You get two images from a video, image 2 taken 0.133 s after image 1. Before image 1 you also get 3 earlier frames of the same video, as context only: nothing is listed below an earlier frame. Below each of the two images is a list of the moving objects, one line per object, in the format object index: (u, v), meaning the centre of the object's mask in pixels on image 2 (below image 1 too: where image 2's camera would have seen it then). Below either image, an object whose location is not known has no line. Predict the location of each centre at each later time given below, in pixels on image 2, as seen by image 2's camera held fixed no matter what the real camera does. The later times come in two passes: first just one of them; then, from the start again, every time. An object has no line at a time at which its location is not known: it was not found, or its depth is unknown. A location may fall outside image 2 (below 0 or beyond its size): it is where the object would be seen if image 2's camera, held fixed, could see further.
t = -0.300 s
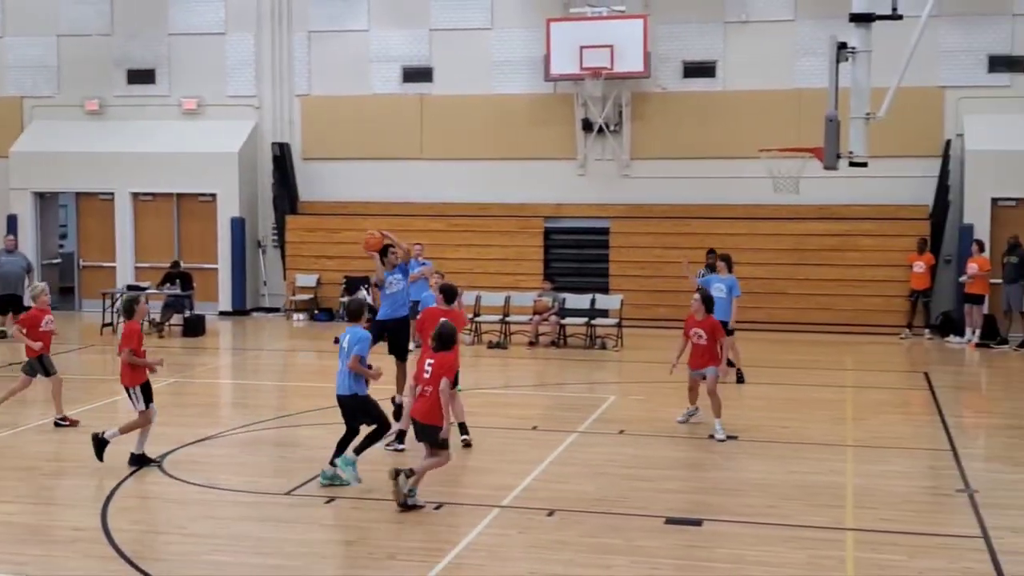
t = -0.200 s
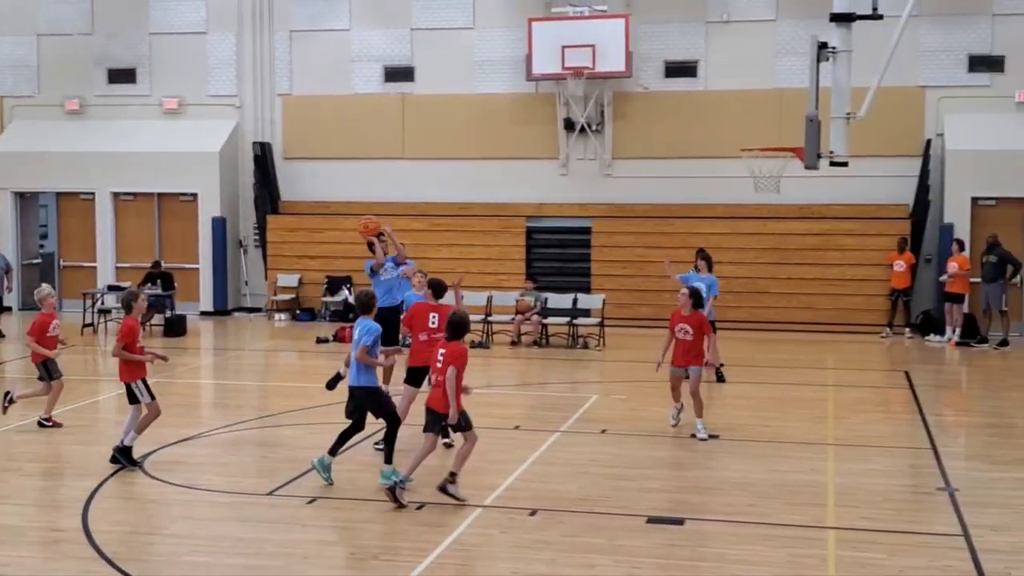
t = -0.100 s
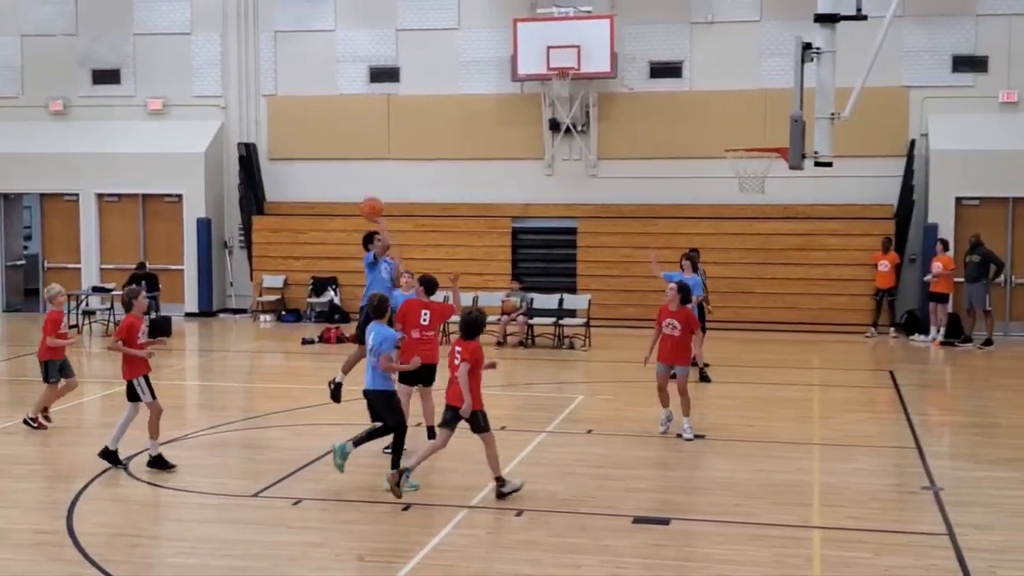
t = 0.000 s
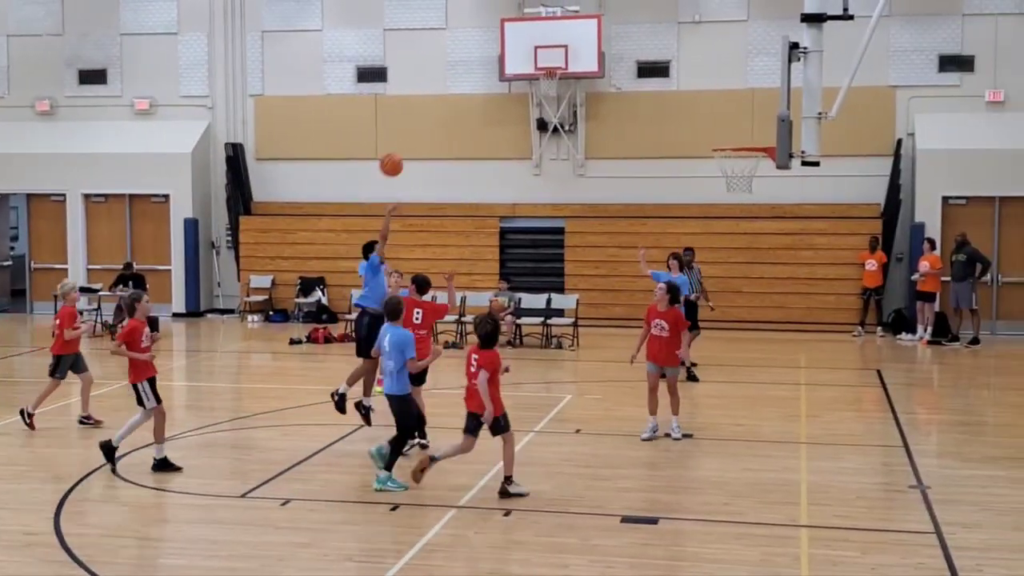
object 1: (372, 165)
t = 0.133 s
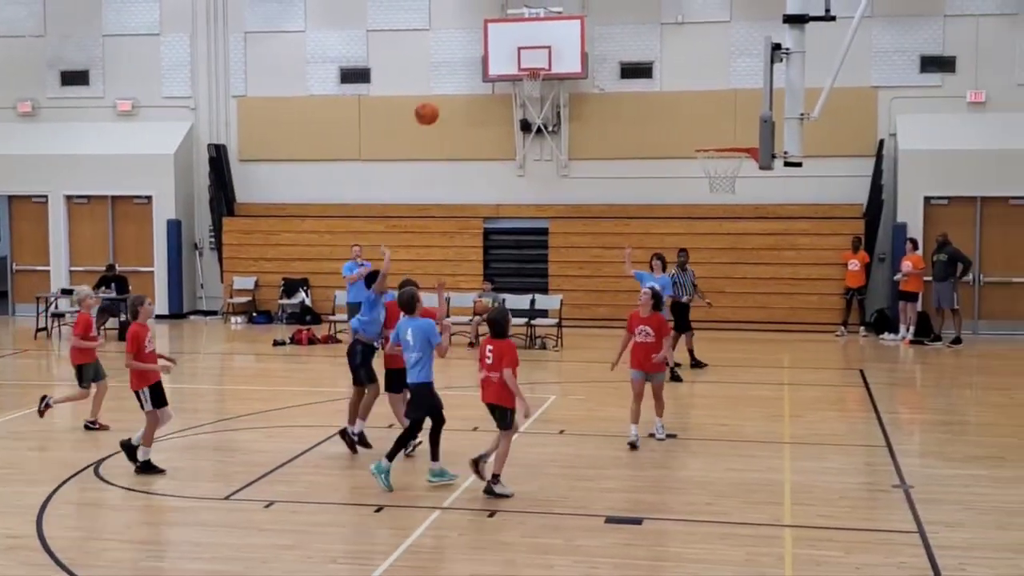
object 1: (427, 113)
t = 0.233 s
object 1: (466, 84)
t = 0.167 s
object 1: (439, 102)
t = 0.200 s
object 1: (453, 93)
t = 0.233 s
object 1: (466, 84)
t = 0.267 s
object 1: (479, 77)
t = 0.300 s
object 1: (492, 70)
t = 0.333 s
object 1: (505, 65)
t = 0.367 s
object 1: (518, 61)
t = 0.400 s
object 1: (531, 58)
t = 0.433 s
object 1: (544, 57)
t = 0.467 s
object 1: (557, 56)
